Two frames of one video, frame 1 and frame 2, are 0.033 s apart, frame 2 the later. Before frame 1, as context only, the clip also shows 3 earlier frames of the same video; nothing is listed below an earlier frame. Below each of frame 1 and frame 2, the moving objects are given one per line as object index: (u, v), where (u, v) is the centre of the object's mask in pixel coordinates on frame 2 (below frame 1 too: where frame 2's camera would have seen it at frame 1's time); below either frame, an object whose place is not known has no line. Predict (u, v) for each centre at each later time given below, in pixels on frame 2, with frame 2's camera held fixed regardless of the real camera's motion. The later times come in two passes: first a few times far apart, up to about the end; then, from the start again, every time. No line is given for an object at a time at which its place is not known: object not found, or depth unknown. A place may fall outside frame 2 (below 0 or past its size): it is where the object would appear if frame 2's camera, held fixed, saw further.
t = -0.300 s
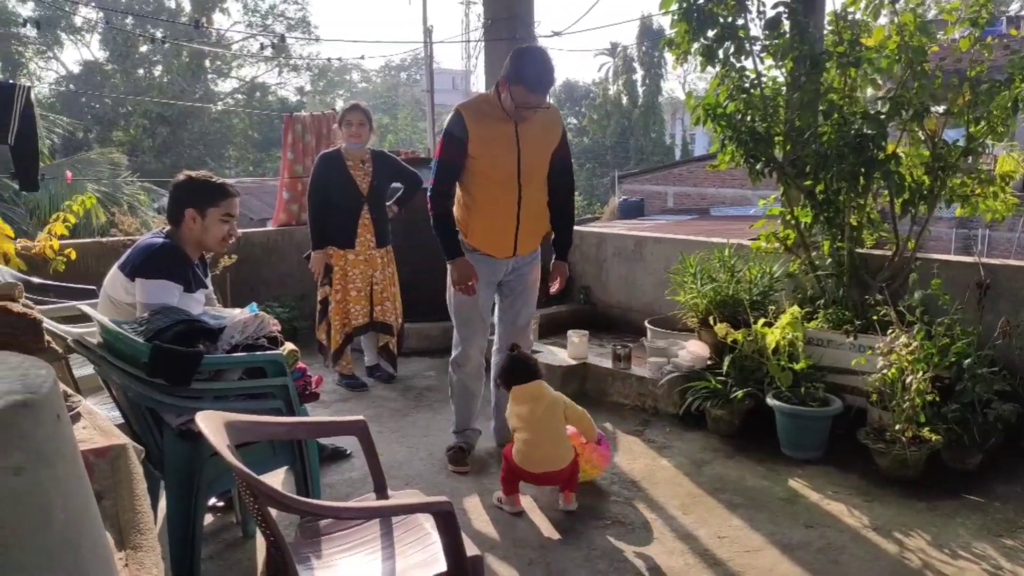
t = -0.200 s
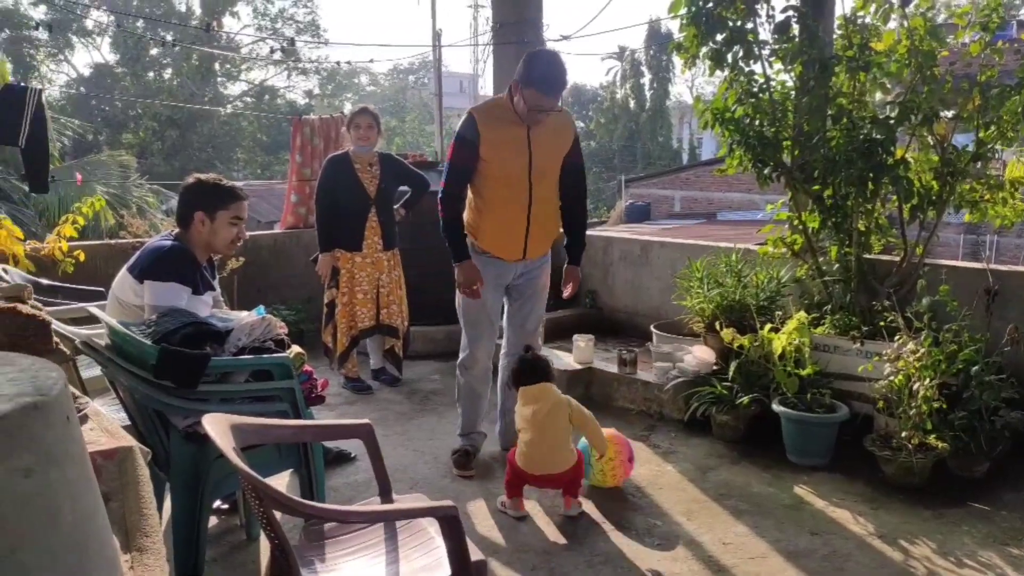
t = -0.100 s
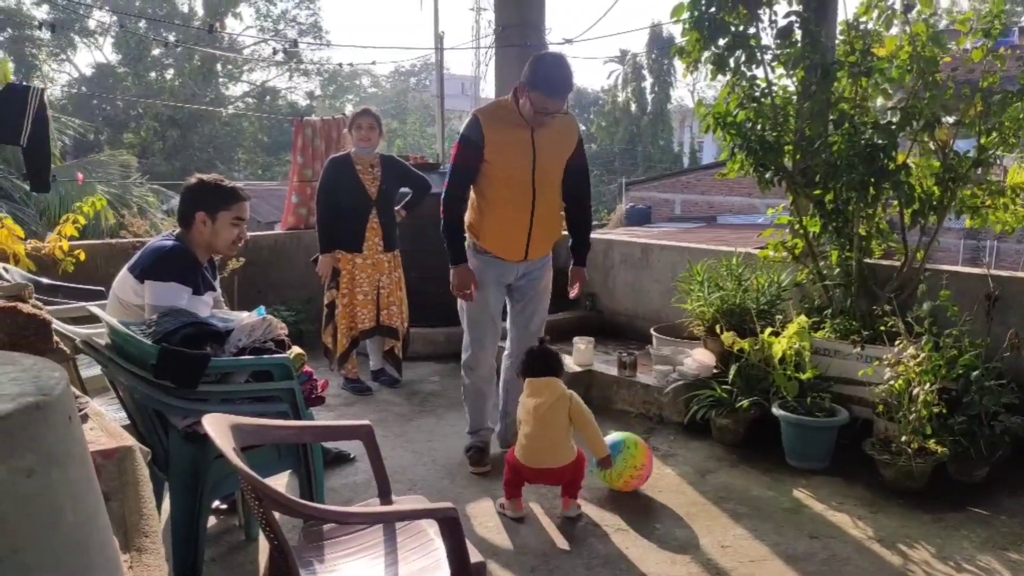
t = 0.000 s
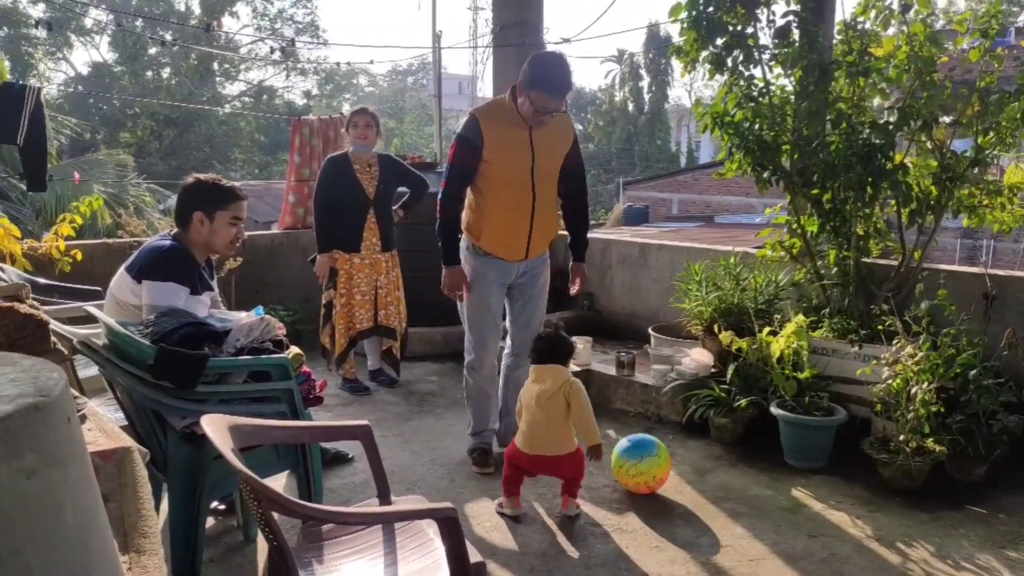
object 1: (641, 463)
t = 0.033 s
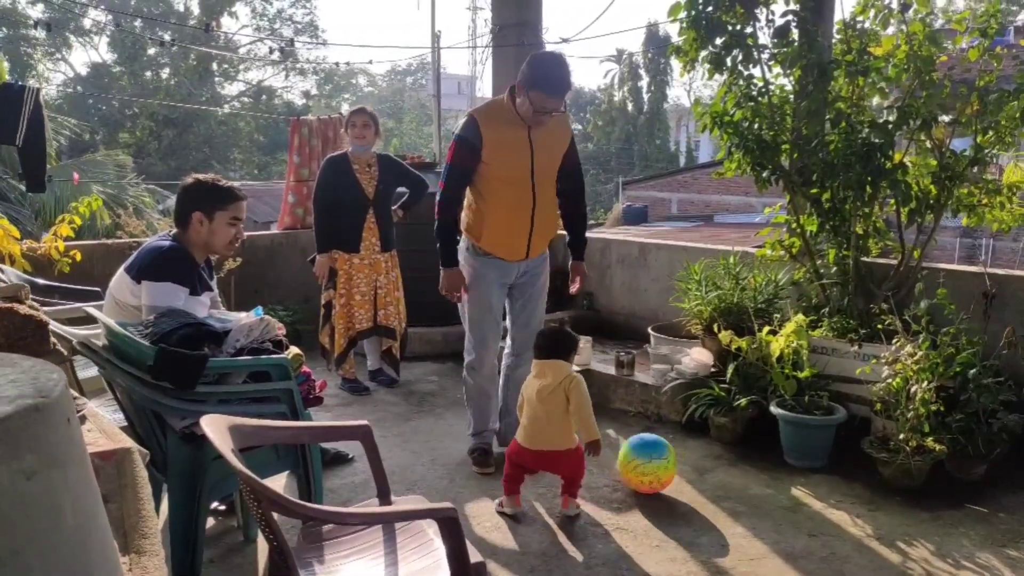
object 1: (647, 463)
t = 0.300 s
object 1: (698, 472)
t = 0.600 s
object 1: (750, 488)
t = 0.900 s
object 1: (796, 511)
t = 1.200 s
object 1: (822, 530)
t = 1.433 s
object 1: (826, 533)
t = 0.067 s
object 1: (653, 464)
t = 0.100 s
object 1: (660, 465)
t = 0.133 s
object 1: (666, 466)
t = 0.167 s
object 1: (672, 467)
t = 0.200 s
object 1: (678, 469)
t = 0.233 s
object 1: (684, 470)
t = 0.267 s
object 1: (691, 472)
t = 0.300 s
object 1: (698, 472)
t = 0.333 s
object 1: (704, 474)
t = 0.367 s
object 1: (710, 475)
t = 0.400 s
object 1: (716, 477)
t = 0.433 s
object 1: (721, 478)
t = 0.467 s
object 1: (727, 480)
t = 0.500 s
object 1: (732, 481)
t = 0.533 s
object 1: (738, 484)
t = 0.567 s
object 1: (744, 486)
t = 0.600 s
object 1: (750, 488)
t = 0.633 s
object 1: (756, 490)
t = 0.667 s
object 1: (761, 493)
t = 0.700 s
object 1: (767, 495)
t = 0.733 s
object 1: (772, 498)
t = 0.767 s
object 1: (777, 501)
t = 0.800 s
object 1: (782, 504)
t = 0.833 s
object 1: (787, 506)
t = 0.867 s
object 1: (792, 508)
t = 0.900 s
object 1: (796, 511)
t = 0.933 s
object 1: (799, 514)
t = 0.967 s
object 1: (803, 517)
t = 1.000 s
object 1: (806, 520)
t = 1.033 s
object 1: (809, 522)
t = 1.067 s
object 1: (813, 523)
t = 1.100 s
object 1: (816, 525)
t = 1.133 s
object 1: (818, 527)
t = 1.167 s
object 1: (820, 529)
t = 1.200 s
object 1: (822, 530)
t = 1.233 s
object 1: (823, 531)
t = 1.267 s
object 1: (824, 531)
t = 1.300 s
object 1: (825, 531)
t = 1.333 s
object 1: (826, 531)
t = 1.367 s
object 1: (827, 531)
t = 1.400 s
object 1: (827, 532)
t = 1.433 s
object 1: (826, 533)
